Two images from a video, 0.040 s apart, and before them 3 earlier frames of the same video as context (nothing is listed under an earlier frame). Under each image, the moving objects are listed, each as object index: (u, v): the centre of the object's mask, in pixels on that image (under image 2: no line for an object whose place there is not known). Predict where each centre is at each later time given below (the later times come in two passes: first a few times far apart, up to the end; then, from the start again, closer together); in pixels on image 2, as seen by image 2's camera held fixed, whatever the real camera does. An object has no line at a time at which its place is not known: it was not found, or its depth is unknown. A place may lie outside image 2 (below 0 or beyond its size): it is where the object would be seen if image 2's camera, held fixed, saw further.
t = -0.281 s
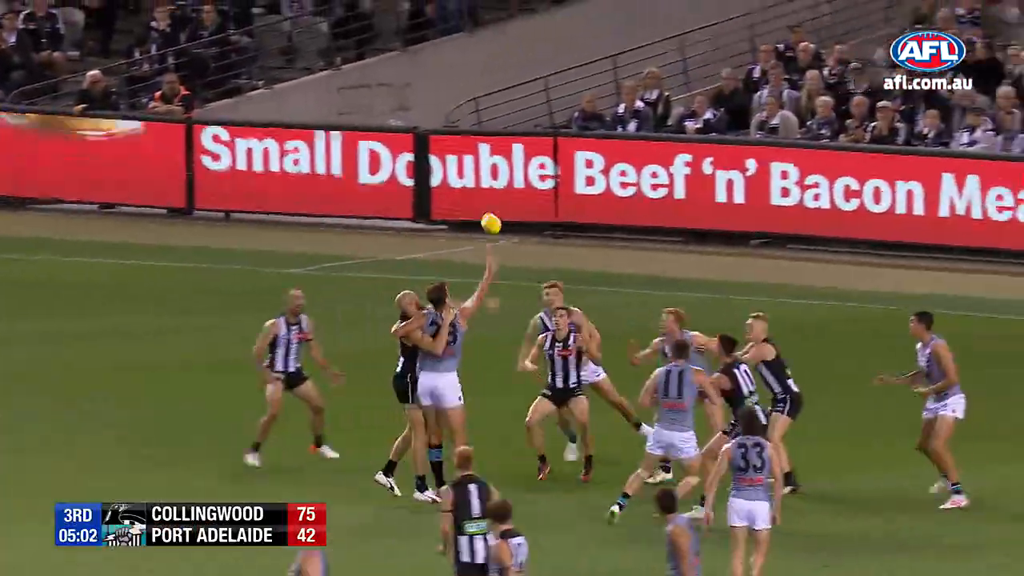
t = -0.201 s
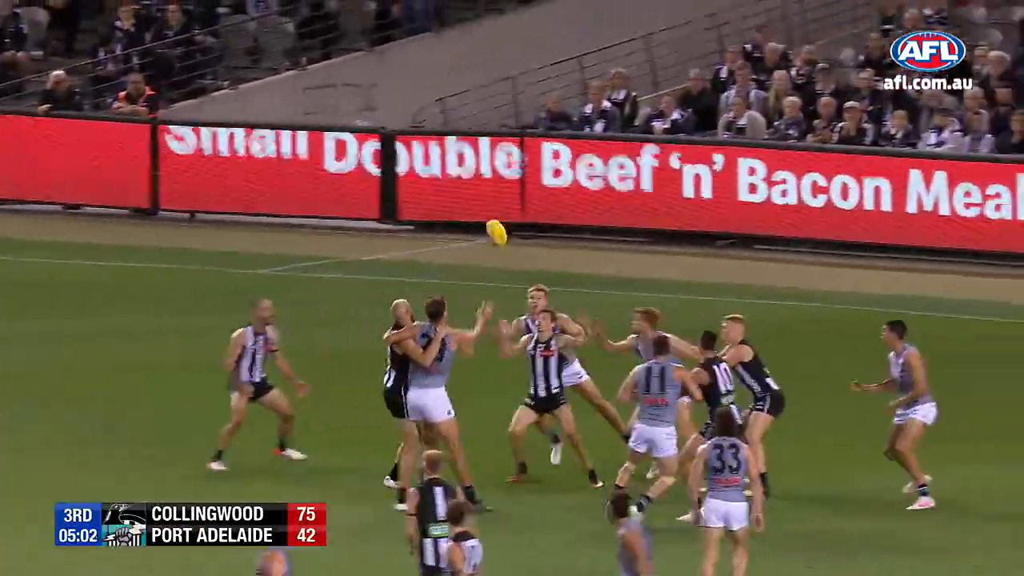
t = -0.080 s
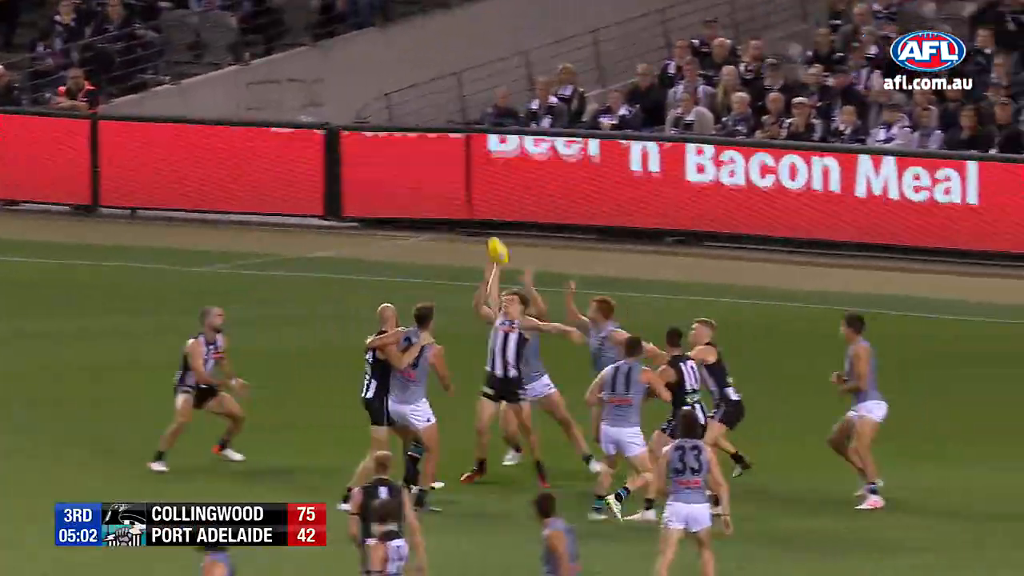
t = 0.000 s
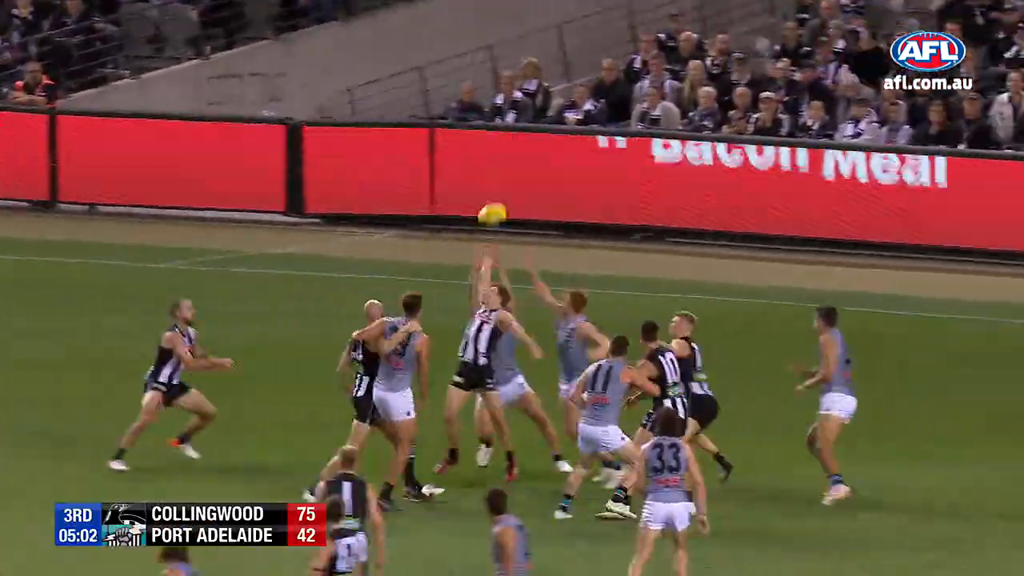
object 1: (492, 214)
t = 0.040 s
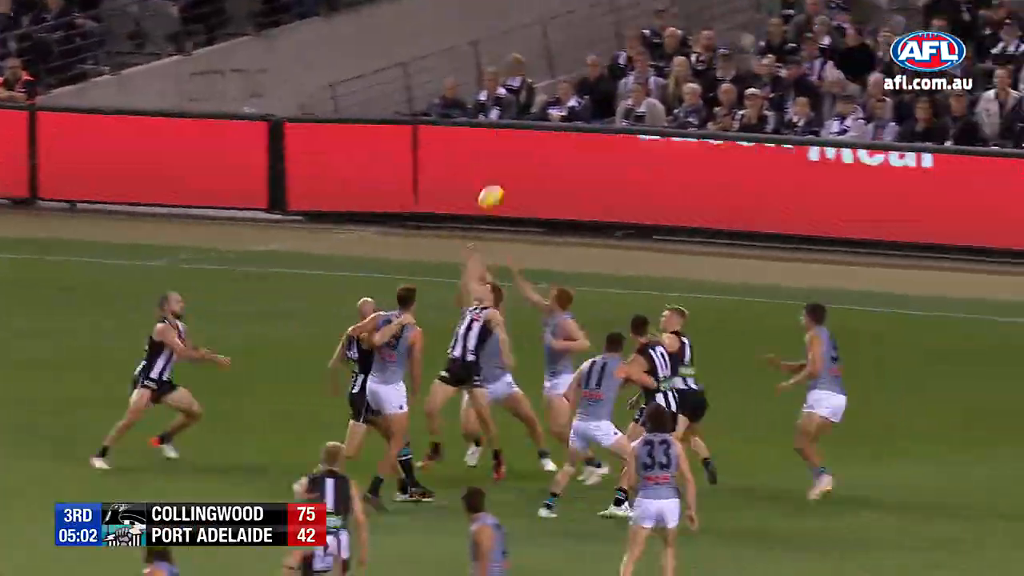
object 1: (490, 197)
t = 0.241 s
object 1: (564, 148)
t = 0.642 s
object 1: (703, 181)
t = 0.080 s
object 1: (505, 183)
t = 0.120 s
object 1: (520, 173)
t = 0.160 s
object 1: (535, 162)
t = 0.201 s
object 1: (550, 155)
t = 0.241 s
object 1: (564, 148)
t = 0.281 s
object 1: (579, 144)
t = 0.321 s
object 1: (593, 142)
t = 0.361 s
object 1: (607, 140)
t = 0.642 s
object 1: (703, 181)
